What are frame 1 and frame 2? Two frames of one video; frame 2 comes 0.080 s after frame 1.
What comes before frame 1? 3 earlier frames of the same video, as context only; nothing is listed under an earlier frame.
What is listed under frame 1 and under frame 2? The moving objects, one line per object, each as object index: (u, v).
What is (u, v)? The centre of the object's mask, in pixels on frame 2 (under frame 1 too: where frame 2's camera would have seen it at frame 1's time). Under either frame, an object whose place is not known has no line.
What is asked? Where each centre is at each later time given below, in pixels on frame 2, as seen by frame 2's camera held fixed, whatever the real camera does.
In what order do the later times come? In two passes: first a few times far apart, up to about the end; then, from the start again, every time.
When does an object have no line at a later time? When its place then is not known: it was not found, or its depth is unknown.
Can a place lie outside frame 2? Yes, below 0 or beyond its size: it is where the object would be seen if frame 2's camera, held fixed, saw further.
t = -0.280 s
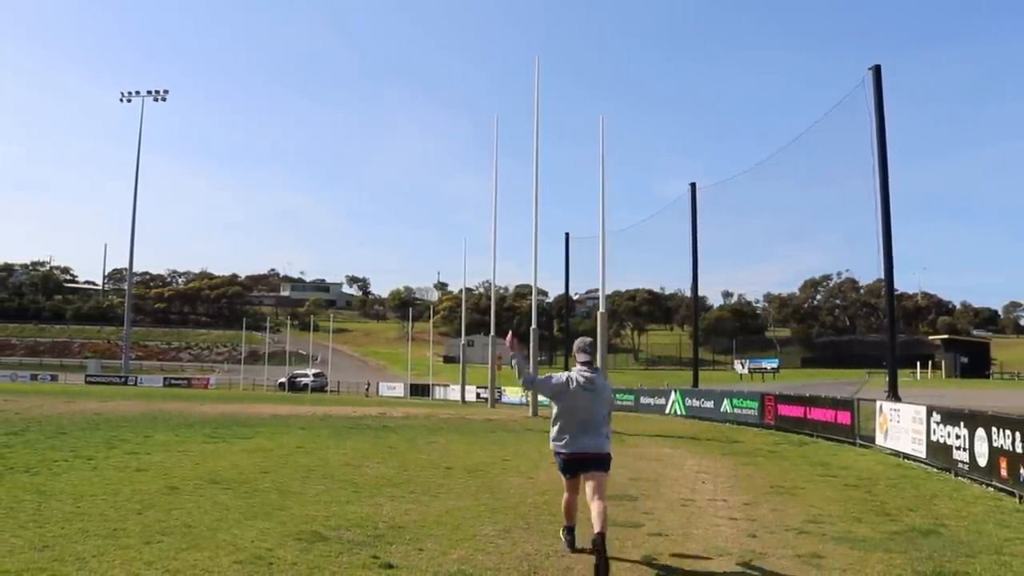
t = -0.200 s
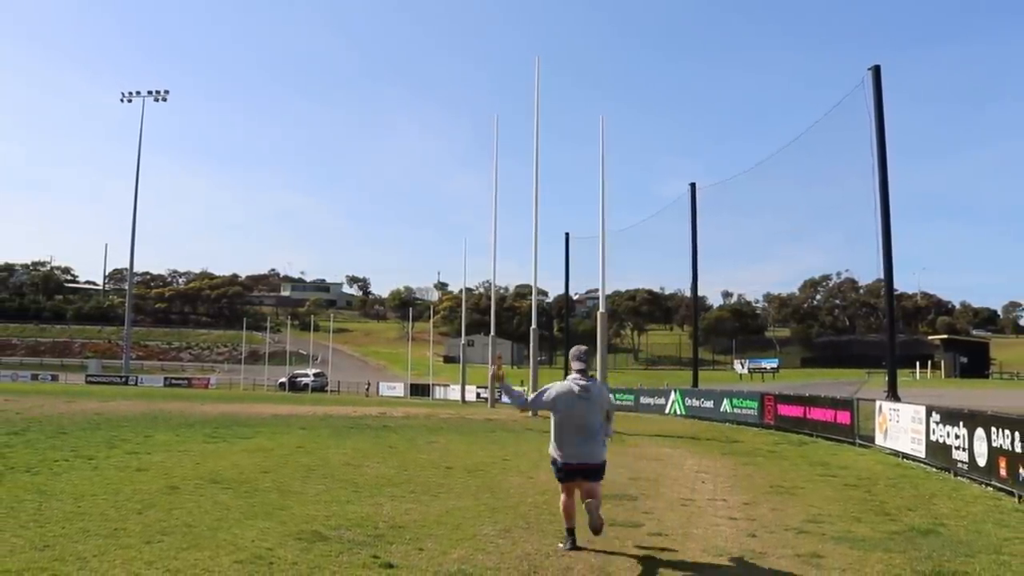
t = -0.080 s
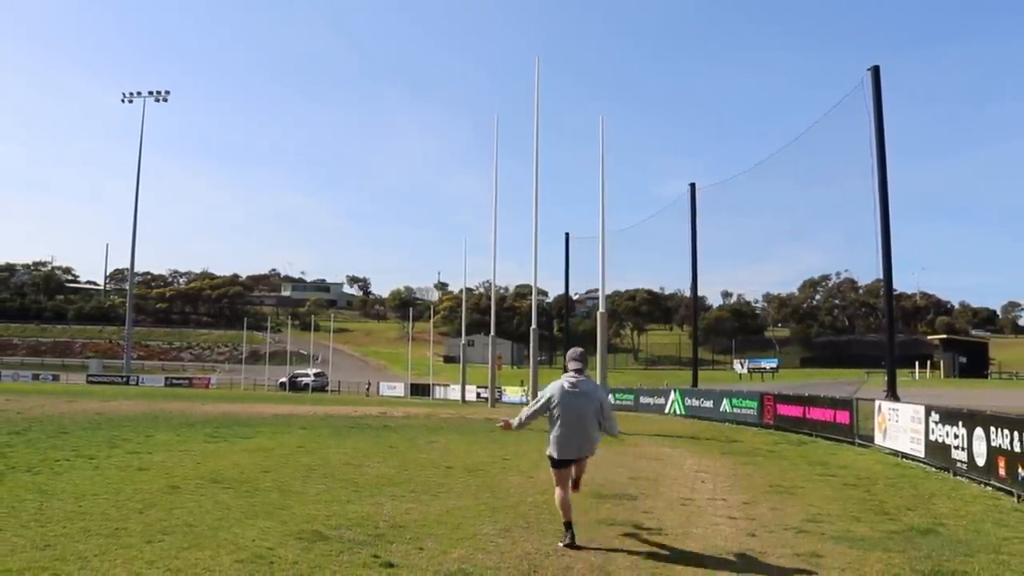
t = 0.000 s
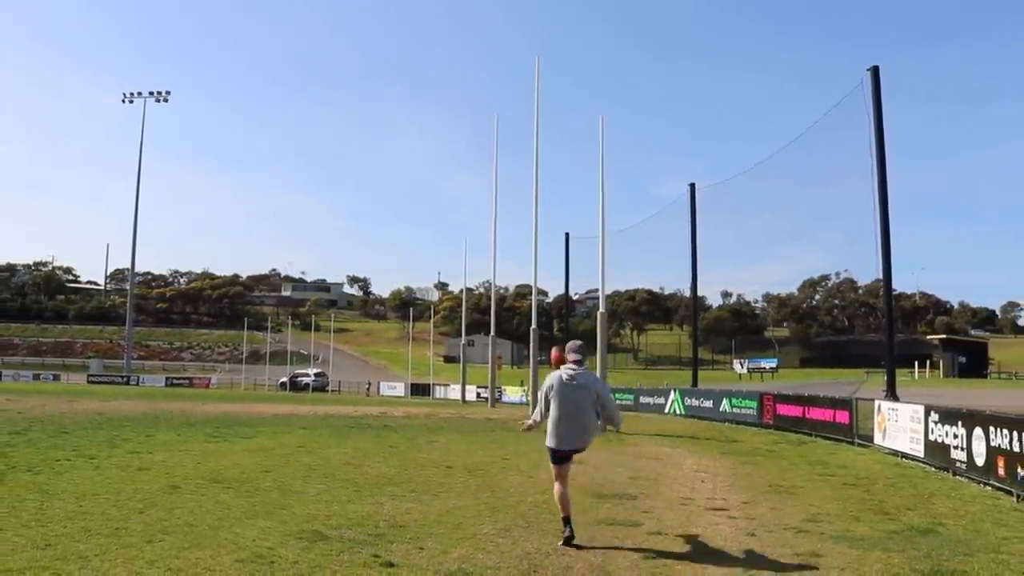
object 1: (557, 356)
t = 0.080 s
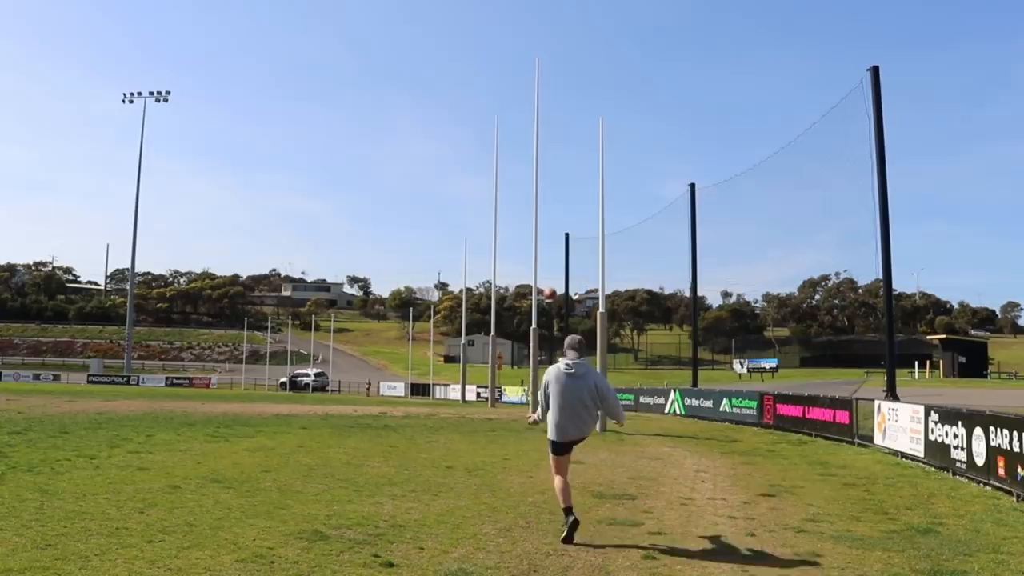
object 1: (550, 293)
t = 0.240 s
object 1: (541, 215)
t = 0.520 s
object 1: (532, 154)
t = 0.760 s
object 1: (528, 140)
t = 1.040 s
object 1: (524, 145)
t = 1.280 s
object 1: (522, 162)
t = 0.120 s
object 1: (547, 268)
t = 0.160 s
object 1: (544, 247)
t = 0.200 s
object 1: (543, 230)
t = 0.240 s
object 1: (541, 215)
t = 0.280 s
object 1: (539, 201)
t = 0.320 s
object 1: (538, 190)
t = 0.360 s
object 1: (536, 181)
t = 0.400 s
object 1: (535, 172)
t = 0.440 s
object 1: (534, 165)
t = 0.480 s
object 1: (534, 159)
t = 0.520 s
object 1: (532, 154)
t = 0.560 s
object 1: (532, 150)
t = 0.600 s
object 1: (531, 147)
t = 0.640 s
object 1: (530, 144)
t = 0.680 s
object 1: (529, 142)
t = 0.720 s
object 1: (529, 141)
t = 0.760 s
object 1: (528, 140)
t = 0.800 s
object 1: (528, 140)
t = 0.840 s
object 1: (527, 140)
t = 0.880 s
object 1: (526, 140)
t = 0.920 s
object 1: (526, 141)
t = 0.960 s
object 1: (525, 142)
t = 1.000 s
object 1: (525, 144)
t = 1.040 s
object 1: (524, 145)
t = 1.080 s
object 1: (524, 148)
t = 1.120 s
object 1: (523, 150)
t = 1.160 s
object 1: (523, 153)
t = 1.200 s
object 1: (523, 156)
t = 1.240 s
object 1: (522, 159)
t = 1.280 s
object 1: (522, 162)
